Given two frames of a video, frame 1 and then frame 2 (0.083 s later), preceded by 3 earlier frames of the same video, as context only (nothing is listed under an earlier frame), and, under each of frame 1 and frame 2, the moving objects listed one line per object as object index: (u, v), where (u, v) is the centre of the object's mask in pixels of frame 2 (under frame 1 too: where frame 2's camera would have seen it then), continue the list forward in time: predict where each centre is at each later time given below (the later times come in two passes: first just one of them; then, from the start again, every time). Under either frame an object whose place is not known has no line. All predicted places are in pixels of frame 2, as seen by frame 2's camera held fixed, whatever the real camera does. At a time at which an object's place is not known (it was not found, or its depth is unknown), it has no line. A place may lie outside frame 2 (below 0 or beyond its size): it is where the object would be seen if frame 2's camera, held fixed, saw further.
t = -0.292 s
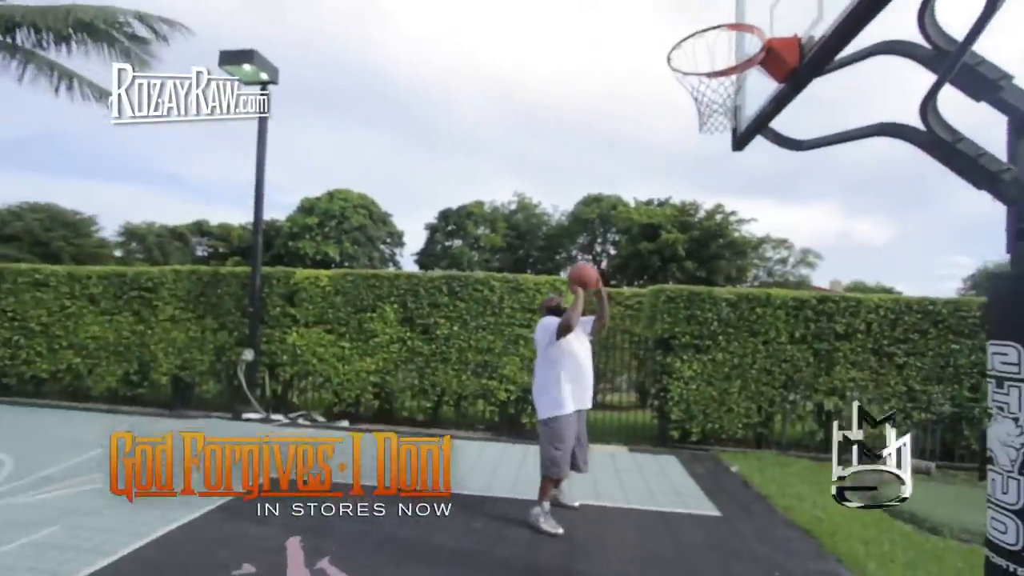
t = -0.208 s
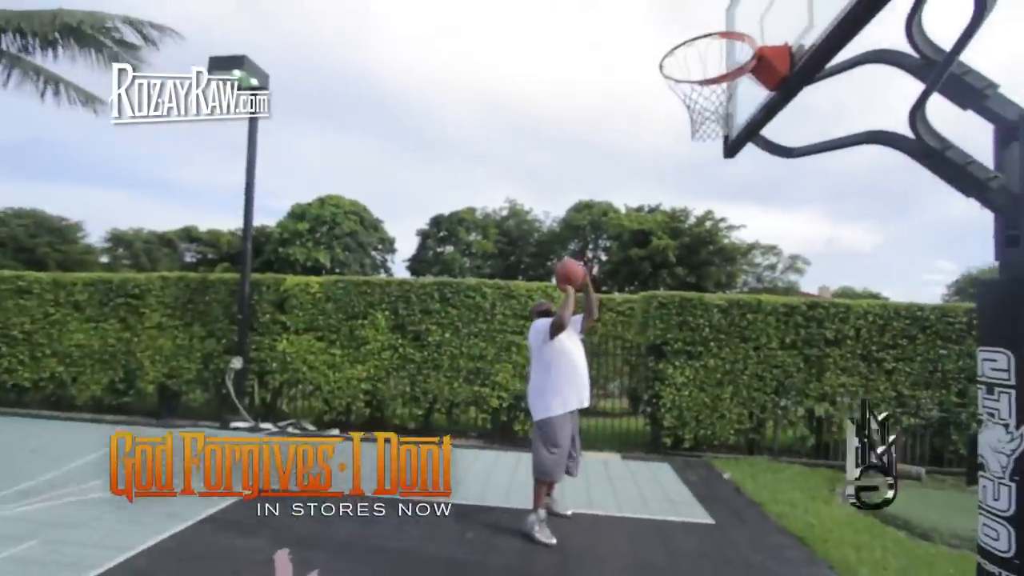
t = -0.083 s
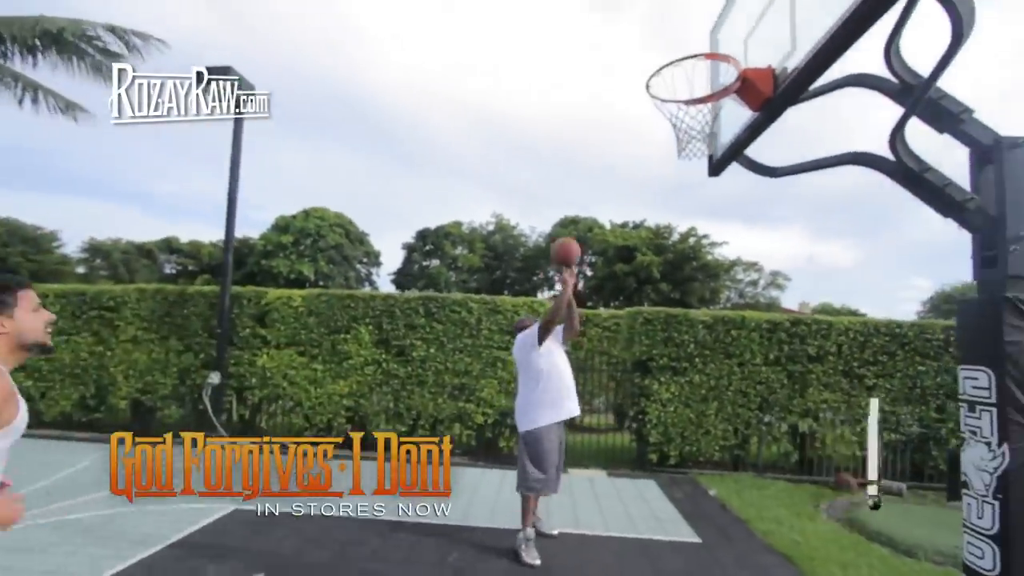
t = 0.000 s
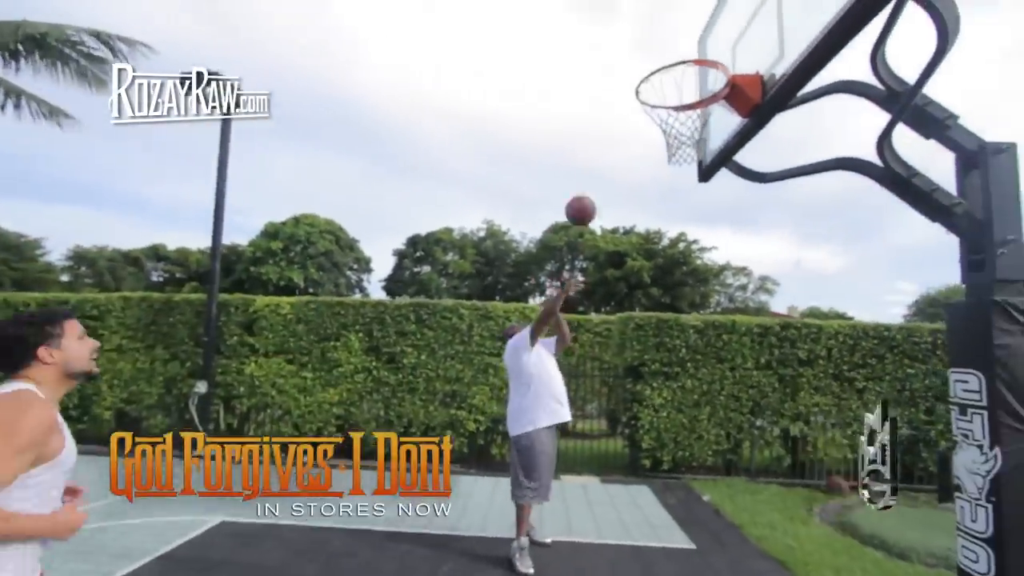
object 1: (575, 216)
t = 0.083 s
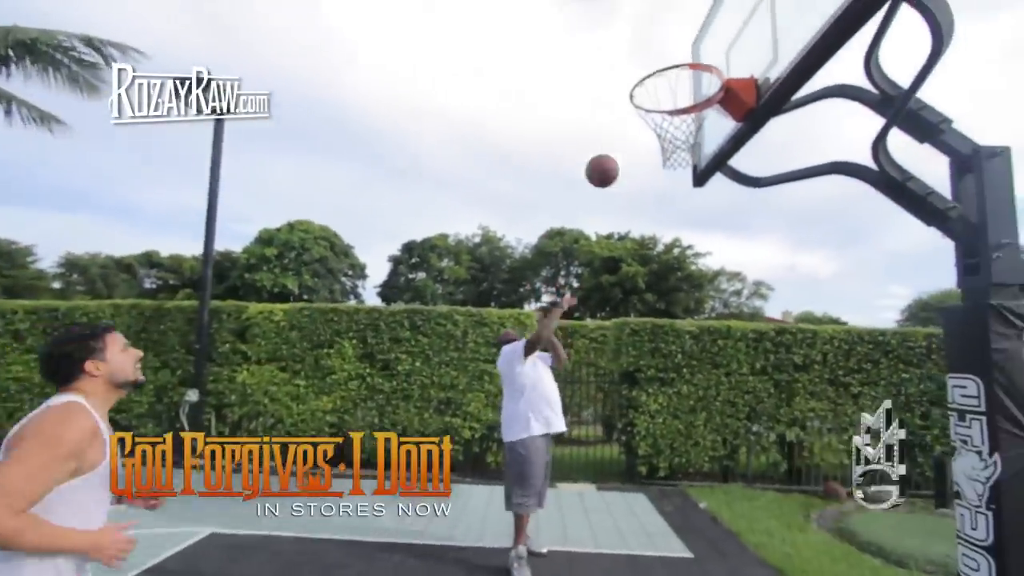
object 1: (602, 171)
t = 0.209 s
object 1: (645, 111)
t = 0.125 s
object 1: (616, 149)
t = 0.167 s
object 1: (630, 130)
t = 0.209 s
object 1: (645, 111)
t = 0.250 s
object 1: (662, 92)
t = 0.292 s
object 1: (680, 78)
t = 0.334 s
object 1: (698, 60)
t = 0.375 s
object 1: (719, 49)
